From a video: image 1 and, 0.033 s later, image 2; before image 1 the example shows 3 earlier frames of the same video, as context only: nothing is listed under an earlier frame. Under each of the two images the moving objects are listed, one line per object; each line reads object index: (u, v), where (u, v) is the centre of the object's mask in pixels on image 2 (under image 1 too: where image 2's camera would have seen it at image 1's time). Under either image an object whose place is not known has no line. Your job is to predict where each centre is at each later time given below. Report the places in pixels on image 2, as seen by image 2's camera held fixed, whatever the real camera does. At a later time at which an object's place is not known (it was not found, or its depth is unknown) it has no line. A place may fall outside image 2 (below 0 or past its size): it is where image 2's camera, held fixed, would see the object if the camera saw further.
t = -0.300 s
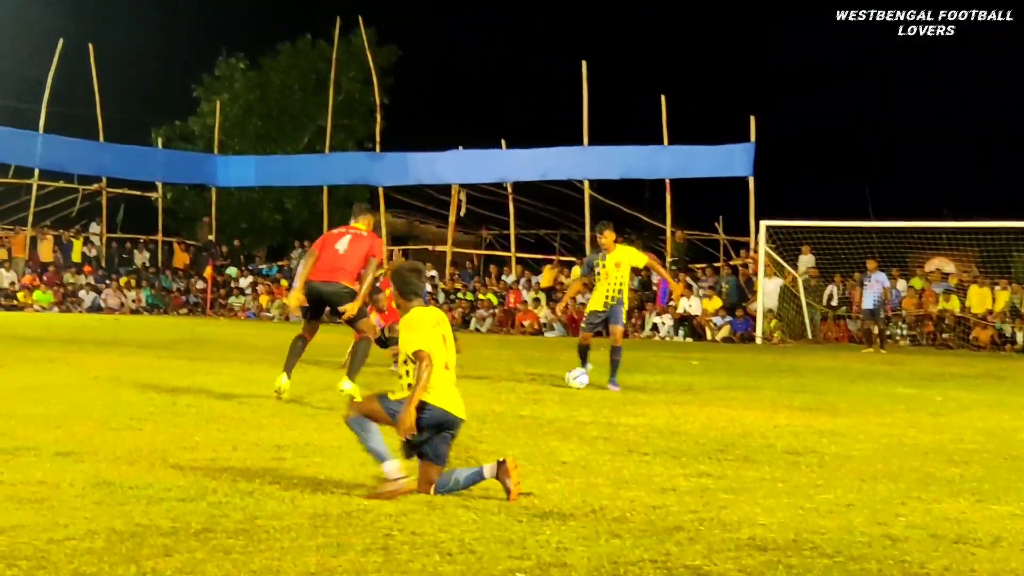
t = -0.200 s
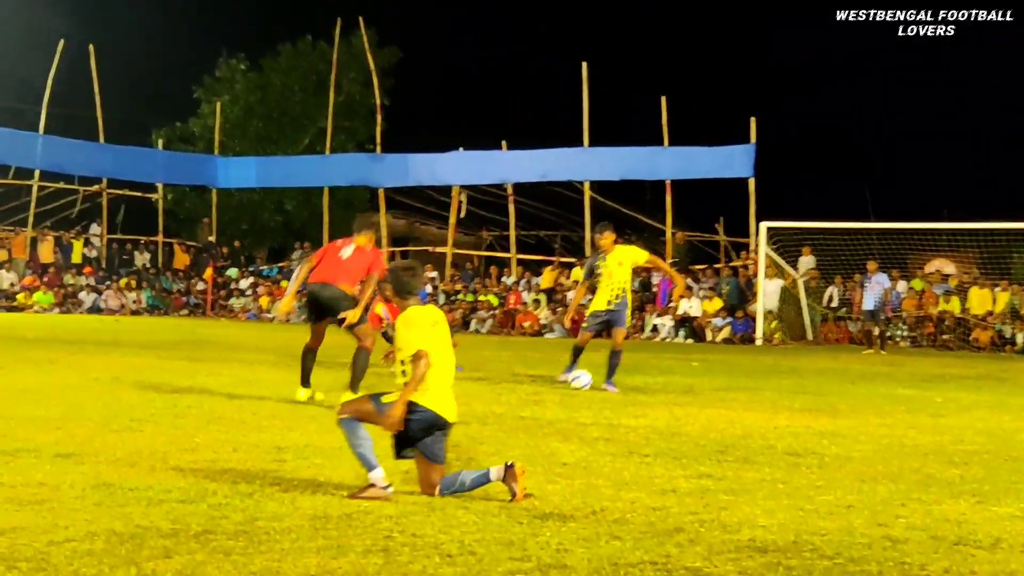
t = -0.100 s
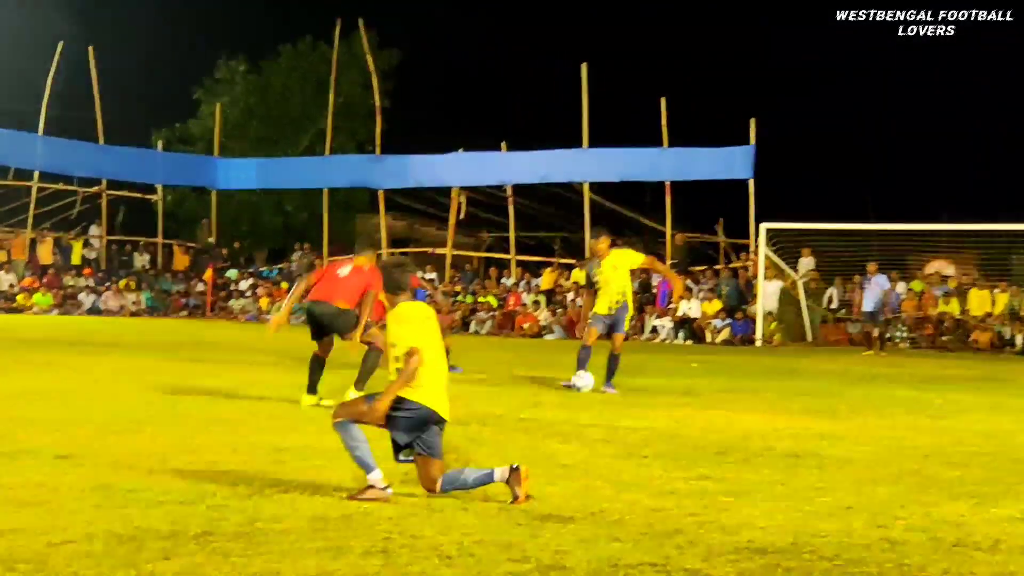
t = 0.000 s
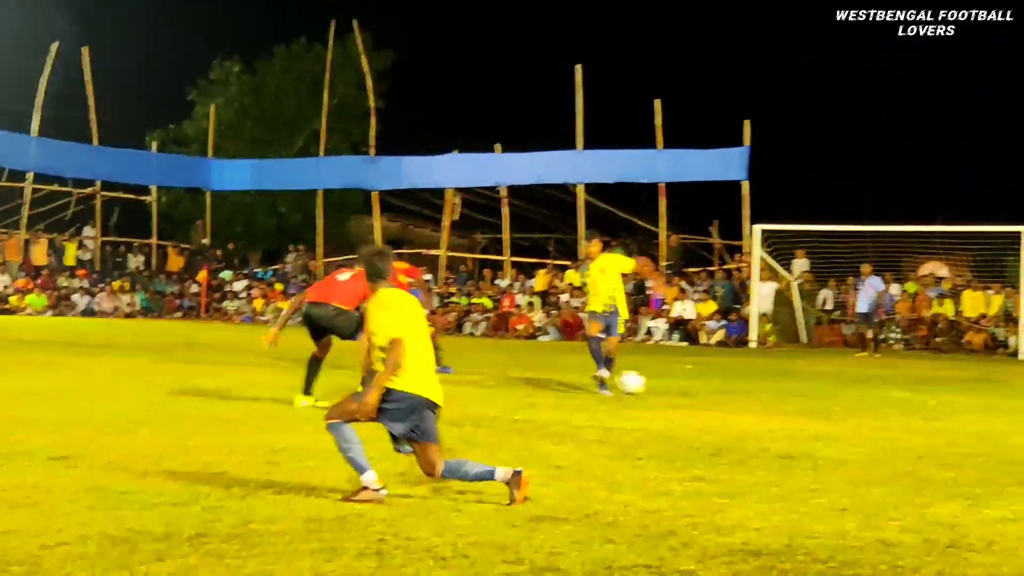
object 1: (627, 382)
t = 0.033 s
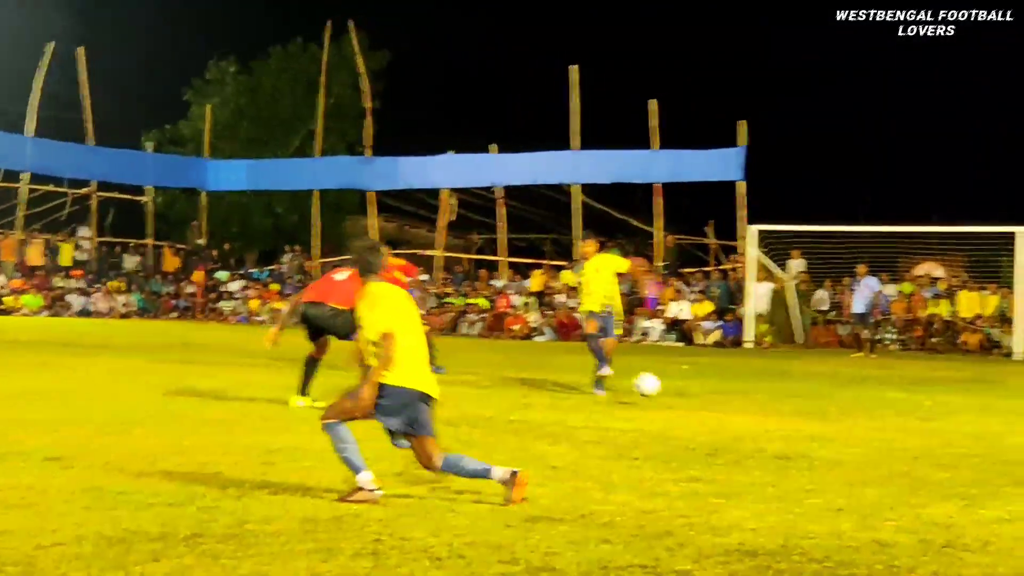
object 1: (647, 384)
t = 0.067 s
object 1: (668, 387)
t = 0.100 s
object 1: (690, 392)
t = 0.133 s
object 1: (712, 398)
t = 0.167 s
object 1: (735, 404)
